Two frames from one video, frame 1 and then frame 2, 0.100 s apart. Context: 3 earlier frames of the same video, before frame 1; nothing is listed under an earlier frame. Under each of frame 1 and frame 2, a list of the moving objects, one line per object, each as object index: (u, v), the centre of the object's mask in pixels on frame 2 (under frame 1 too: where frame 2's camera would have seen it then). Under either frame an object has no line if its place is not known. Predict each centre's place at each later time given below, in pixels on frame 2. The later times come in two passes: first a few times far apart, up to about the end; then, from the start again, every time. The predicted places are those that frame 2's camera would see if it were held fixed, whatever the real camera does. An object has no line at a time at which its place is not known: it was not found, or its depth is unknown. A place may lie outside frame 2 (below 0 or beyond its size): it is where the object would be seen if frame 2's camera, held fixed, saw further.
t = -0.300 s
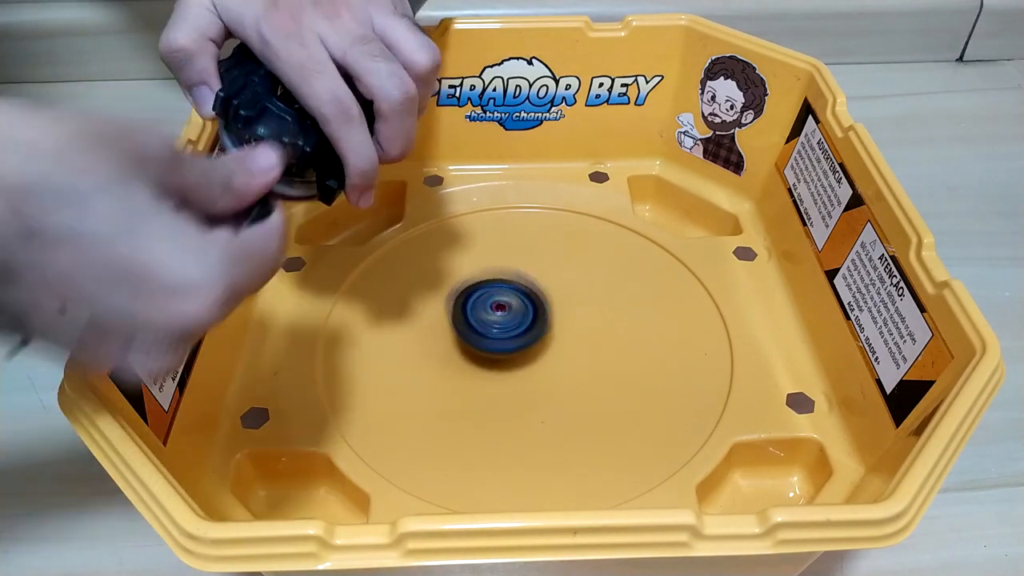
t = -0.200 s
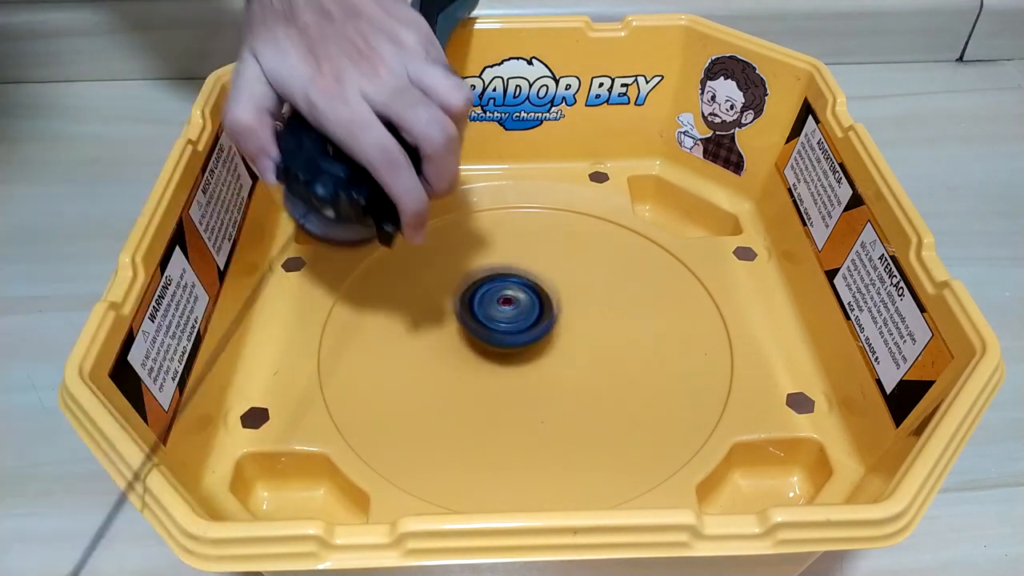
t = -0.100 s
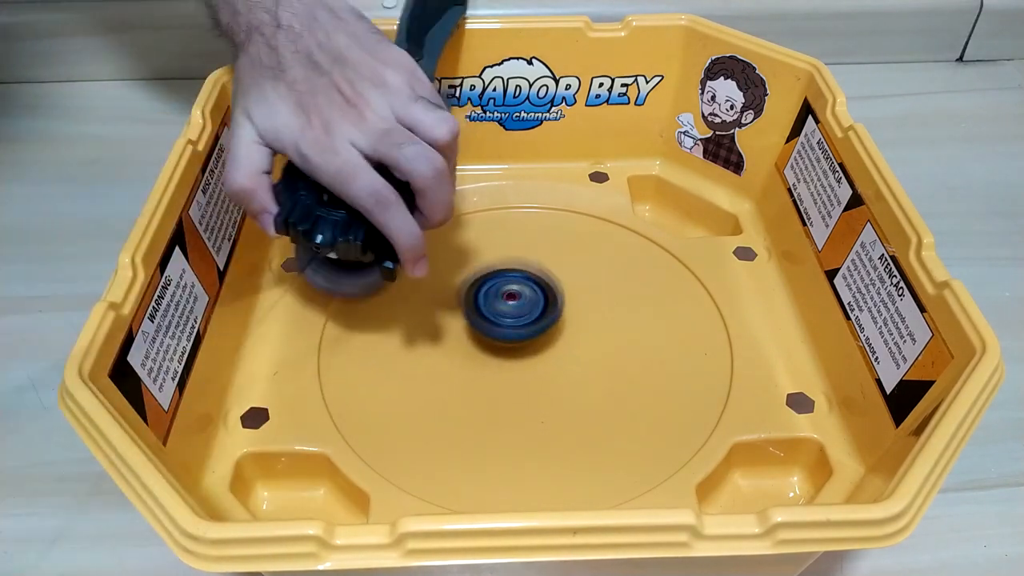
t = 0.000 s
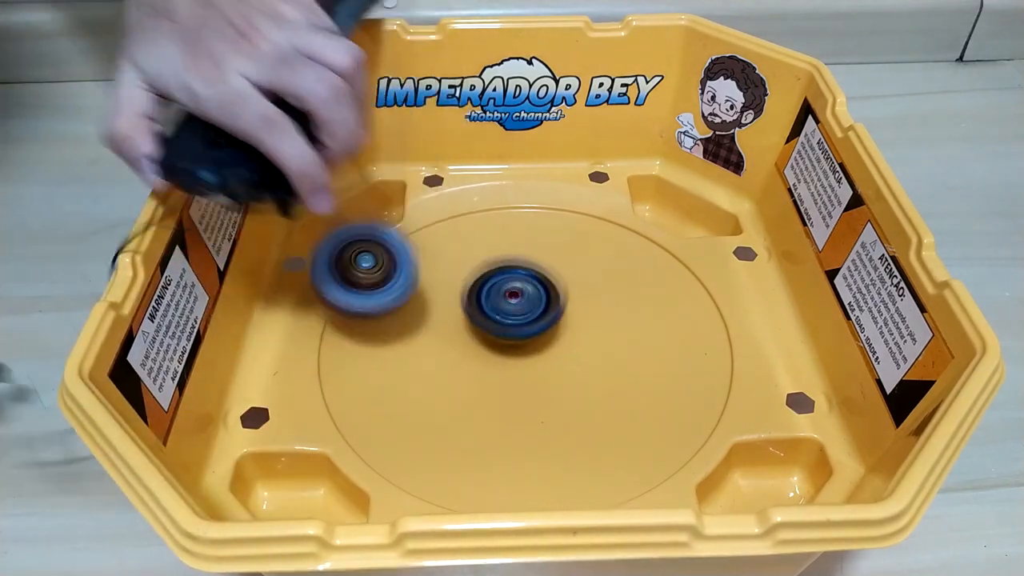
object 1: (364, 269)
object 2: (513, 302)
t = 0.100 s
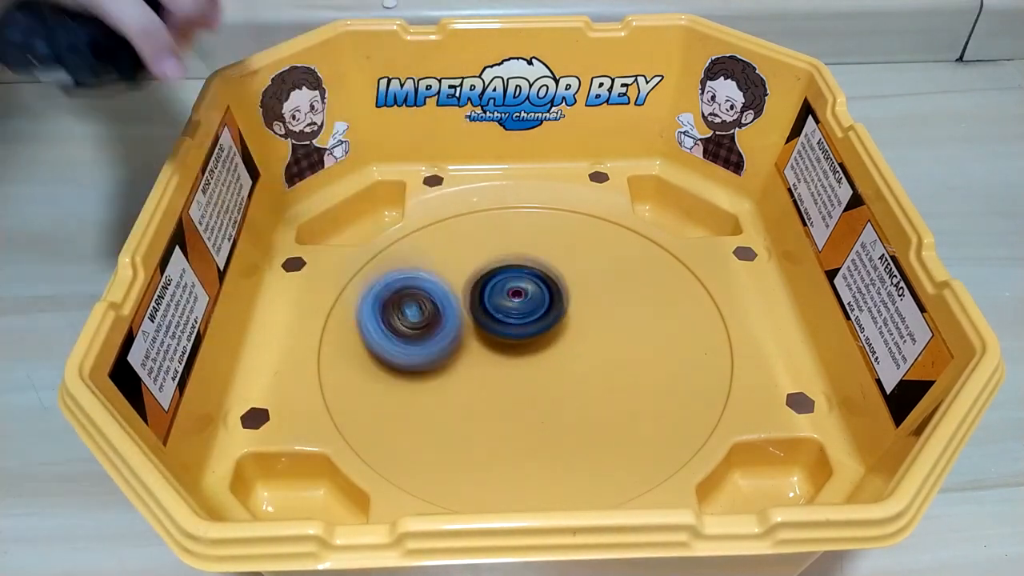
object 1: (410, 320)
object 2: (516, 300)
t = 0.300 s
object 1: (416, 400)
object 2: (611, 265)
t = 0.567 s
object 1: (418, 416)
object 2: (599, 258)
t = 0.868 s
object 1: (375, 369)
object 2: (545, 327)
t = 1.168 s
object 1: (472, 333)
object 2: (583, 384)
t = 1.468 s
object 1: (531, 415)
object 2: (686, 388)
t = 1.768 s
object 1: (335, 328)
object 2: (555, 344)
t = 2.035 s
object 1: (594, 192)
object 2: (412, 378)
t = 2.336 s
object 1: (506, 469)
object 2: (380, 416)
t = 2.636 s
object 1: (511, 266)
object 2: (425, 203)
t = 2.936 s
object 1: (757, 289)
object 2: (540, 251)
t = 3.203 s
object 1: (648, 423)
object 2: (507, 407)
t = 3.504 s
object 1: (550, 344)
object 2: (307, 311)
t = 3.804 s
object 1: (648, 220)
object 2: (541, 283)
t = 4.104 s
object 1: (653, 375)
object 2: (543, 278)
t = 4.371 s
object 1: (421, 337)
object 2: (508, 236)
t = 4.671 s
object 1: (480, 195)
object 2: (563, 240)
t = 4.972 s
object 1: (613, 332)
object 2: (720, 354)
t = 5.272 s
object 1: (333, 378)
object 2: (563, 351)
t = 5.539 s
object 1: (443, 230)
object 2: (498, 315)
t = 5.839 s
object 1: (636, 272)
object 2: (637, 438)
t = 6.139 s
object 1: (575, 307)
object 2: (506, 452)
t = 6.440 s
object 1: (536, 216)
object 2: (411, 305)
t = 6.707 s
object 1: (586, 278)
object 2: (459, 280)
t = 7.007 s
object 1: (535, 387)
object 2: (372, 292)
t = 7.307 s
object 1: (373, 410)
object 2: (430, 300)
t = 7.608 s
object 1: (426, 394)
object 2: (568, 244)
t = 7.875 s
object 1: (573, 364)
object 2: (578, 272)
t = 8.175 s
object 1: (688, 307)
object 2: (487, 313)
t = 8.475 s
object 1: (628, 281)
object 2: (474, 289)
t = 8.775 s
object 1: (597, 282)
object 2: (425, 295)
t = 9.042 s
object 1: (523, 311)
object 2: (417, 331)
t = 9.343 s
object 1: (544, 312)
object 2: (397, 365)
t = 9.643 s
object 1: (562, 326)
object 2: (433, 360)
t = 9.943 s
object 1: (560, 326)
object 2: (460, 392)
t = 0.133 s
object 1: (416, 326)
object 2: (528, 294)
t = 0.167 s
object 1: (414, 348)
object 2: (548, 283)
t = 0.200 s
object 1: (414, 359)
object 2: (566, 286)
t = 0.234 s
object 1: (414, 377)
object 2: (584, 276)
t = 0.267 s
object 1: (414, 389)
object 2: (599, 272)
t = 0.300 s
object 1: (416, 400)
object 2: (611, 265)
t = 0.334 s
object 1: (417, 409)
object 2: (620, 260)
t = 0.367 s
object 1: (419, 416)
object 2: (625, 255)
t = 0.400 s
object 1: (421, 420)
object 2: (628, 253)
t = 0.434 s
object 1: (422, 422)
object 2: (627, 250)
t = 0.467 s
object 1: (422, 424)
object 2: (623, 251)
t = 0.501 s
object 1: (422, 423)
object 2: (617, 253)
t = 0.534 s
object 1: (420, 420)
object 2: (608, 253)
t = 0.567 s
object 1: (418, 416)
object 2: (599, 258)
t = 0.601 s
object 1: (415, 412)
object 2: (589, 262)
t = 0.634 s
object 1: (410, 408)
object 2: (578, 268)
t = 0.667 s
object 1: (405, 402)
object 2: (571, 275)
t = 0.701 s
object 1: (401, 397)
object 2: (561, 281)
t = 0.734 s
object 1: (395, 391)
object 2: (555, 290)
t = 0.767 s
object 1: (390, 385)
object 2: (551, 298)
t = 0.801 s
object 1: (386, 380)
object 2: (547, 308)
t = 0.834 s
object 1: (379, 374)
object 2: (546, 318)
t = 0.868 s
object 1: (375, 369)
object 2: (545, 327)
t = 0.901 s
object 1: (369, 363)
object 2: (546, 337)
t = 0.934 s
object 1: (365, 356)
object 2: (548, 345)
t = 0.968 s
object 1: (366, 348)
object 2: (548, 354)
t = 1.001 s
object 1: (374, 340)
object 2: (550, 361)
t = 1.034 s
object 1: (391, 335)
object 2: (551, 365)
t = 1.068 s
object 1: (413, 333)
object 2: (554, 369)
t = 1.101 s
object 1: (439, 336)
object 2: (556, 372)
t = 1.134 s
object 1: (460, 336)
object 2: (565, 377)
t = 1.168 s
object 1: (472, 333)
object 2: (583, 384)
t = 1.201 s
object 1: (484, 333)
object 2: (598, 393)
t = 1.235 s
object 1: (497, 335)
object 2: (615, 398)
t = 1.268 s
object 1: (510, 341)
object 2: (631, 403)
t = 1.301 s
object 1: (521, 349)
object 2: (644, 405)
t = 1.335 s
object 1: (532, 360)
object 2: (656, 405)
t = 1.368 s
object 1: (539, 372)
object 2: (665, 402)
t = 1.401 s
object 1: (544, 387)
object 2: (672, 399)
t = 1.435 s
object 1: (541, 401)
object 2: (681, 394)
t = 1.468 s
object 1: (531, 415)
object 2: (686, 388)
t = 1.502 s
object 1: (516, 429)
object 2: (688, 381)
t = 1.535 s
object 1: (493, 438)
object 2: (687, 372)
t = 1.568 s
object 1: (464, 444)
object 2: (678, 364)
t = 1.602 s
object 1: (433, 442)
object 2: (664, 356)
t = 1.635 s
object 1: (401, 431)
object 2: (646, 351)
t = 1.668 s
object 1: (372, 414)
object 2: (625, 348)
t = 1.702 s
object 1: (350, 391)
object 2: (602, 344)
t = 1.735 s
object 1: (337, 361)
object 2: (577, 342)
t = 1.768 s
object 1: (335, 328)
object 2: (555, 344)
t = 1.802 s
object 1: (344, 296)
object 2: (531, 344)
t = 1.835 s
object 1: (363, 265)
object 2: (510, 346)
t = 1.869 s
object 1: (389, 239)
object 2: (489, 349)
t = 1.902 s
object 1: (423, 217)
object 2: (471, 353)
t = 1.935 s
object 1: (461, 200)
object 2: (454, 358)
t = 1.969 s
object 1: (503, 187)
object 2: (438, 365)
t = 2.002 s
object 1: (546, 181)
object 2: (425, 370)
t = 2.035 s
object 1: (594, 192)
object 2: (412, 378)
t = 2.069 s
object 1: (642, 207)
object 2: (402, 387)
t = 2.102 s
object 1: (682, 237)
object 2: (393, 397)
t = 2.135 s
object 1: (713, 279)
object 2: (388, 404)
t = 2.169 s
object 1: (726, 328)
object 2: (388, 414)
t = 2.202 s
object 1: (713, 381)
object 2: (391, 422)
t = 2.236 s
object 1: (669, 430)
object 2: (402, 426)
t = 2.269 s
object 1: (600, 462)
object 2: (414, 433)
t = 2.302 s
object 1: (532, 471)
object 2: (419, 435)
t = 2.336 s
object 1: (506, 469)
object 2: (380, 416)
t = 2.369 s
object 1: (478, 462)
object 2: (356, 385)
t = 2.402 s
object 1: (453, 441)
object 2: (348, 353)
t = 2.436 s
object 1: (437, 415)
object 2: (343, 337)
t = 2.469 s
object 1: (428, 386)
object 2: (348, 303)
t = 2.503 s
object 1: (429, 356)
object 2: (353, 283)
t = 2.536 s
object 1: (437, 326)
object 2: (370, 262)
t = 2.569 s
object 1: (456, 301)
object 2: (388, 240)
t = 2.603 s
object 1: (482, 284)
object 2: (405, 220)
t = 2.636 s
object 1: (511, 266)
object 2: (425, 203)
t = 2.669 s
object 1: (544, 252)
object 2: (445, 188)
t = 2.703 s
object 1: (578, 240)
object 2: (462, 179)
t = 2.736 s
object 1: (615, 231)
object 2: (479, 168)
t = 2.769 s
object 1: (650, 226)
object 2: (492, 165)
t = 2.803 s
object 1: (681, 226)
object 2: (506, 174)
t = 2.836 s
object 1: (699, 236)
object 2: (517, 186)
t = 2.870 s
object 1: (718, 259)
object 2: (527, 201)
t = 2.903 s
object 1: (739, 269)
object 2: (535, 226)
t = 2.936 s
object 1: (757, 289)
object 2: (540, 251)
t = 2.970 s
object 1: (765, 303)
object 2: (543, 278)
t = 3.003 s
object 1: (760, 323)
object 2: (546, 302)
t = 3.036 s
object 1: (756, 341)
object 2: (545, 328)
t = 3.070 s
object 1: (747, 357)
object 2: (543, 353)
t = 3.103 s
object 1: (733, 373)
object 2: (537, 370)
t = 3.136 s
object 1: (713, 389)
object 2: (529, 387)
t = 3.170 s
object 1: (687, 408)
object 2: (519, 401)
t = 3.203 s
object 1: (648, 423)
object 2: (507, 407)
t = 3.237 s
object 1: (617, 432)
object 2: (482, 408)
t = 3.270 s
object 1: (621, 436)
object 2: (427, 402)
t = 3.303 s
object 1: (615, 438)
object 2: (372, 395)
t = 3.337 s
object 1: (599, 434)
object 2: (334, 377)
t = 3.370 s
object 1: (583, 423)
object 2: (308, 353)
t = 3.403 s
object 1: (569, 407)
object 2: (286, 346)
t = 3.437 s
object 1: (558, 387)
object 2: (274, 327)
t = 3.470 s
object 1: (552, 366)
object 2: (286, 318)
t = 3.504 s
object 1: (550, 344)
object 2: (307, 311)
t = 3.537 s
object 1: (551, 322)
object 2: (327, 305)
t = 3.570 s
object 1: (556, 302)
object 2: (349, 304)
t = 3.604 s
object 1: (564, 283)
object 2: (376, 297)
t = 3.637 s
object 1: (574, 266)
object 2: (404, 296)
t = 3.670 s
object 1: (586, 252)
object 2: (432, 292)
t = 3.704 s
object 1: (599, 239)
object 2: (461, 289)
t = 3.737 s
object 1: (615, 230)
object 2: (489, 288)
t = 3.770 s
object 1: (631, 223)
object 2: (515, 286)
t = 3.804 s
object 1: (648, 220)
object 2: (541, 283)
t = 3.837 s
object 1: (659, 227)
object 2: (564, 280)
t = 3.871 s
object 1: (666, 242)
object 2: (584, 278)
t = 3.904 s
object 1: (686, 252)
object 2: (588, 275)
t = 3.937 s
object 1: (696, 272)
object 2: (585, 278)
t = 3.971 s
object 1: (699, 295)
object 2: (580, 279)
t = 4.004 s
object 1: (699, 318)
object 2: (571, 279)
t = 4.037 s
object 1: (694, 340)
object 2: (562, 280)
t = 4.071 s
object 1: (679, 359)
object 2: (552, 279)
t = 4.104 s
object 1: (653, 375)
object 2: (543, 278)
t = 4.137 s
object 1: (621, 383)
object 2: (535, 278)
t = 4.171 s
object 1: (584, 385)
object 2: (528, 278)
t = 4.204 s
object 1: (549, 380)
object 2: (521, 278)
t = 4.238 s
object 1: (516, 368)
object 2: (515, 280)
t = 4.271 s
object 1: (488, 356)
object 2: (512, 274)
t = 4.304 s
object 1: (462, 353)
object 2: (510, 258)
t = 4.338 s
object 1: (439, 348)
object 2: (508, 246)
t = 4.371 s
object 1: (421, 337)
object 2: (508, 236)
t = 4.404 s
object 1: (408, 324)
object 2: (509, 229)
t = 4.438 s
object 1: (400, 307)
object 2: (510, 225)
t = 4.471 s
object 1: (398, 289)
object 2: (513, 225)
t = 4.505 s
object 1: (401, 270)
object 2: (516, 223)
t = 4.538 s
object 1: (409, 250)
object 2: (519, 224)
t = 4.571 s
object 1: (424, 231)
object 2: (523, 226)
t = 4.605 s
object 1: (439, 216)
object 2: (534, 230)
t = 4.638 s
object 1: (455, 203)
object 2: (549, 234)
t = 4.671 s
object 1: (480, 195)
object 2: (563, 240)
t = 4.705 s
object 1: (508, 191)
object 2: (575, 248)
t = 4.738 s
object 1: (529, 192)
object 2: (598, 260)
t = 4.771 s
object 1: (554, 200)
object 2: (619, 276)
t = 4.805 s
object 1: (578, 211)
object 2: (642, 293)
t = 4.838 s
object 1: (600, 228)
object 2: (665, 309)
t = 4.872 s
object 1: (614, 251)
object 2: (688, 323)
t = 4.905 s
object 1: (621, 276)
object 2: (704, 334)
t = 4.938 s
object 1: (622, 304)
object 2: (716, 341)
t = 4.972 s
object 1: (613, 332)
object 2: (720, 354)
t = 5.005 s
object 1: (601, 357)
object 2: (718, 362)
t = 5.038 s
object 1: (577, 381)
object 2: (710, 367)
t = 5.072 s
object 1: (549, 398)
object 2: (696, 372)
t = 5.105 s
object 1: (512, 413)
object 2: (678, 378)
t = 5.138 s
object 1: (476, 418)
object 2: (658, 378)
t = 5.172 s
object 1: (435, 418)
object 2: (637, 374)
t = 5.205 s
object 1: (399, 411)
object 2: (611, 365)
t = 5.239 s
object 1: (363, 397)
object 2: (586, 358)
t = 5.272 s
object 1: (333, 378)
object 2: (563, 351)
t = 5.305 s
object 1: (328, 350)
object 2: (542, 341)
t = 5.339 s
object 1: (331, 327)
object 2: (524, 331)
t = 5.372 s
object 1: (336, 301)
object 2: (512, 322)
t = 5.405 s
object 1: (343, 282)
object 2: (503, 314)
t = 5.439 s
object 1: (362, 260)
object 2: (497, 309)
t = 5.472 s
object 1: (387, 247)
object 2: (493, 305)
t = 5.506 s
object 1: (417, 239)
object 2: (491, 303)
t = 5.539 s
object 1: (443, 230)
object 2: (498, 315)
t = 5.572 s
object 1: (460, 211)
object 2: (523, 335)
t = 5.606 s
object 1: (480, 196)
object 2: (547, 362)
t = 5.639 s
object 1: (502, 189)
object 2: (568, 383)
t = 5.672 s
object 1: (527, 189)
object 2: (590, 402)
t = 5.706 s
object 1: (556, 197)
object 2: (608, 417)
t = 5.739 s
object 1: (583, 210)
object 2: (623, 429)
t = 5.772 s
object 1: (604, 226)
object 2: (631, 435)
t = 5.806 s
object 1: (621, 249)
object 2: (635, 436)
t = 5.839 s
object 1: (636, 272)
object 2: (637, 438)
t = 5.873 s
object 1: (642, 296)
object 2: (638, 438)
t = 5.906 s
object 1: (643, 324)
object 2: (634, 436)
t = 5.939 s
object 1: (640, 347)
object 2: (626, 439)
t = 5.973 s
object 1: (633, 334)
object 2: (618, 460)
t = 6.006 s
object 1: (624, 323)
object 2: (596, 474)
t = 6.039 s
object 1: (613, 314)
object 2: (566, 483)
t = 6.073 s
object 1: (600, 308)
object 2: (541, 475)
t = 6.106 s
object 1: (587, 306)
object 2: (516, 472)
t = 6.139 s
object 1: (575, 307)
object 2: (506, 452)
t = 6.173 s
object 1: (562, 310)
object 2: (487, 423)
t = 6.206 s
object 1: (548, 310)
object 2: (479, 395)
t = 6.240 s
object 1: (535, 305)
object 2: (459, 367)
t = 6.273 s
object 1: (525, 286)
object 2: (446, 356)
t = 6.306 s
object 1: (521, 268)
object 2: (431, 343)
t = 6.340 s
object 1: (522, 253)
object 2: (423, 334)
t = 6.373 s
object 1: (525, 239)
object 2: (416, 321)
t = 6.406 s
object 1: (530, 228)
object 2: (413, 312)
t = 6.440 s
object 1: (536, 216)
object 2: (411, 305)
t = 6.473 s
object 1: (545, 207)
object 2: (413, 294)
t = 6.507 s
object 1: (558, 203)
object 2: (417, 292)
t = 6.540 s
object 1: (575, 204)
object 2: (420, 286)
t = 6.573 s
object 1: (590, 213)
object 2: (426, 283)
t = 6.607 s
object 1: (597, 228)
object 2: (433, 281)
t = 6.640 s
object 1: (599, 244)
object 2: (440, 279)
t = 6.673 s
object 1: (595, 261)
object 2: (449, 280)
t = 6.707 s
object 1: (586, 278)
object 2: (459, 280)
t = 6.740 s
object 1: (571, 296)
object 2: (468, 281)
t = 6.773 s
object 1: (567, 312)
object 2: (461, 273)
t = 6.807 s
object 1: (577, 324)
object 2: (439, 277)
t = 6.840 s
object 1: (583, 338)
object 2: (418, 273)
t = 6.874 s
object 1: (581, 352)
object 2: (398, 276)
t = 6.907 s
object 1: (579, 362)
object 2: (387, 279)
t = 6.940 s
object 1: (567, 373)
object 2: (375, 280)
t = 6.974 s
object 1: (554, 379)
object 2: (372, 287)
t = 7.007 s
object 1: (535, 387)
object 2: (372, 292)
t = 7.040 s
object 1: (514, 394)
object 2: (376, 298)
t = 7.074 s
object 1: (491, 398)
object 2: (381, 304)
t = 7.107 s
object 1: (466, 398)
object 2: (387, 310)
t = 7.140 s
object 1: (443, 395)
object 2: (393, 314)
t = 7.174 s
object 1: (428, 404)
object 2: (395, 310)
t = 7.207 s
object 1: (416, 412)
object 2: (402, 301)
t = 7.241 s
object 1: (400, 418)
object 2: (409, 298)
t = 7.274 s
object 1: (385, 416)
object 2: (421, 296)
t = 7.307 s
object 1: (373, 410)
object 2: (430, 300)
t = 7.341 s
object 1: (362, 399)
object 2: (439, 304)
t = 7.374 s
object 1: (364, 388)
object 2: (446, 309)
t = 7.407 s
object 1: (371, 374)
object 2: (453, 314)
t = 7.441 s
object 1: (380, 374)
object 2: (464, 312)
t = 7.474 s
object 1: (382, 381)
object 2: (490, 298)
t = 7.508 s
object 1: (385, 391)
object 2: (513, 276)
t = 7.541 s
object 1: (392, 396)
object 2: (533, 264)
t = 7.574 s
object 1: (407, 395)
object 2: (552, 250)
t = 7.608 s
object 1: (426, 394)
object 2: (568, 244)
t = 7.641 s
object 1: (447, 391)
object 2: (581, 240)
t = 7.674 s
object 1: (466, 388)
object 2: (588, 242)
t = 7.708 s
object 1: (484, 387)
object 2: (591, 245)
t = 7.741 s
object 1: (503, 384)
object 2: (591, 249)
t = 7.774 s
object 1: (522, 380)
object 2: (589, 253)
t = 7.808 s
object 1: (541, 375)
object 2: (585, 259)
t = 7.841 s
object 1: (558, 368)
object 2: (583, 265)
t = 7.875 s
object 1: (573, 364)
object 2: (578, 272)
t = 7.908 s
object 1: (589, 360)
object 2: (573, 279)
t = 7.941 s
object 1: (610, 357)
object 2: (564, 281)
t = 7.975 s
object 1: (627, 354)
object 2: (547, 290)
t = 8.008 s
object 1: (642, 347)
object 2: (536, 292)
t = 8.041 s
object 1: (654, 340)
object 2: (522, 299)
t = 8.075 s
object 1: (663, 332)
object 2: (511, 303)
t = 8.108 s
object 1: (674, 324)
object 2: (500, 311)
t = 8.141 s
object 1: (682, 315)
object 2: (493, 313)
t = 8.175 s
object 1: (688, 307)
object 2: (487, 313)
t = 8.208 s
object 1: (692, 299)
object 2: (482, 312)
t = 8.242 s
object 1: (695, 292)
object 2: (480, 310)
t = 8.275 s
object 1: (694, 288)
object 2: (477, 307)
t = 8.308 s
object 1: (690, 286)
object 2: (474, 306)
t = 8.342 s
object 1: (682, 286)
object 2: (472, 303)
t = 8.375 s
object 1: (673, 286)
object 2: (471, 299)
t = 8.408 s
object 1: (658, 284)
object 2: (471, 295)
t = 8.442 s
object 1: (644, 283)
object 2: (471, 292)
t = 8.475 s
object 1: (628, 281)
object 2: (474, 289)
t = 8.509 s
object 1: (614, 281)
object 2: (476, 287)
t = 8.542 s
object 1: (598, 280)
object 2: (479, 286)
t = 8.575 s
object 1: (585, 280)
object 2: (482, 286)
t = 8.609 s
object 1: (591, 276)
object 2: (465, 284)
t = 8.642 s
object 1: (600, 274)
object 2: (450, 286)
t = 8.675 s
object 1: (602, 274)
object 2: (438, 287)
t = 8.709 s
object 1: (602, 276)
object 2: (434, 288)
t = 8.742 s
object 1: (600, 278)
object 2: (429, 292)
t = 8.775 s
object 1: (597, 282)
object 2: (425, 295)
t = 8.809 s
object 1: (593, 287)
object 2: (422, 298)
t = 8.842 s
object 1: (585, 293)
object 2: (420, 302)
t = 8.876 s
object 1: (575, 298)
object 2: (420, 307)
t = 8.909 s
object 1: (563, 302)
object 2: (421, 312)
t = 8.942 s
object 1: (551, 306)
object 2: (421, 316)
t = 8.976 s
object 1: (539, 310)
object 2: (424, 320)
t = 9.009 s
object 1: (528, 312)
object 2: (425, 325)
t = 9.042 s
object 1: (523, 311)
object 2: (417, 331)
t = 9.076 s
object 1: (523, 309)
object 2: (403, 341)
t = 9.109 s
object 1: (525, 307)
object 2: (388, 351)
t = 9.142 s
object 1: (528, 304)
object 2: (382, 359)
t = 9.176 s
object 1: (531, 302)
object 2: (376, 364)
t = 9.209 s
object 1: (536, 302)
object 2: (376, 367)
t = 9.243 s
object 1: (540, 303)
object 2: (379, 368)
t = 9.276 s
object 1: (542, 306)
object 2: (384, 367)
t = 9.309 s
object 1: (544, 309)
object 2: (390, 366)
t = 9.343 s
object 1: (544, 312)
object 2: (397, 365)
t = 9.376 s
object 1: (543, 316)
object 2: (404, 363)
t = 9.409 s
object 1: (542, 320)
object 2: (413, 363)
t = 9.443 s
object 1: (541, 323)
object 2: (422, 364)
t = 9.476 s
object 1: (538, 327)
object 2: (429, 364)
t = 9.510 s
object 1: (535, 329)
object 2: (436, 363)
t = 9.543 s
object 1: (541, 327)
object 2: (427, 359)
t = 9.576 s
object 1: (550, 325)
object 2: (429, 359)
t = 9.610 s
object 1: (558, 325)
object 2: (429, 360)
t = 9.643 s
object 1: (562, 326)
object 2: (433, 360)
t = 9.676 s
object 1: (565, 326)
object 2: (440, 362)
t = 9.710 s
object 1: (567, 328)
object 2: (447, 365)
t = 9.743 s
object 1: (571, 329)
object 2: (453, 370)
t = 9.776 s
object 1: (570, 331)
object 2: (456, 373)
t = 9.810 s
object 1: (567, 333)
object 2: (460, 374)
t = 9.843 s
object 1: (566, 333)
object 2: (464, 376)
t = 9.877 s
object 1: (564, 334)
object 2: (467, 377)
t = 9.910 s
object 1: (561, 334)
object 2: (469, 379)
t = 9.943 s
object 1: (560, 326)
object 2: (460, 392)
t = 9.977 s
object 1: (565, 317)
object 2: (459, 397)
